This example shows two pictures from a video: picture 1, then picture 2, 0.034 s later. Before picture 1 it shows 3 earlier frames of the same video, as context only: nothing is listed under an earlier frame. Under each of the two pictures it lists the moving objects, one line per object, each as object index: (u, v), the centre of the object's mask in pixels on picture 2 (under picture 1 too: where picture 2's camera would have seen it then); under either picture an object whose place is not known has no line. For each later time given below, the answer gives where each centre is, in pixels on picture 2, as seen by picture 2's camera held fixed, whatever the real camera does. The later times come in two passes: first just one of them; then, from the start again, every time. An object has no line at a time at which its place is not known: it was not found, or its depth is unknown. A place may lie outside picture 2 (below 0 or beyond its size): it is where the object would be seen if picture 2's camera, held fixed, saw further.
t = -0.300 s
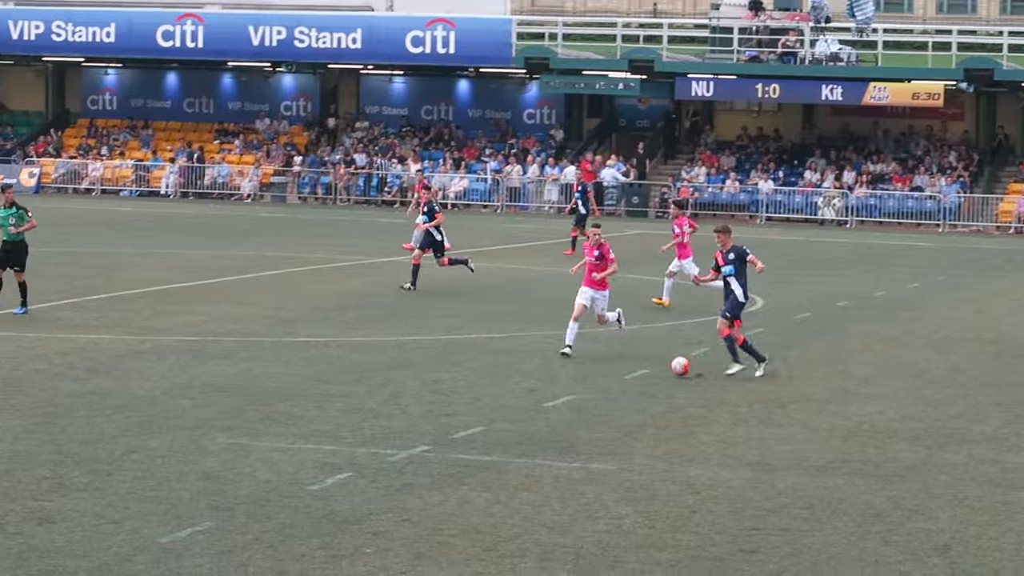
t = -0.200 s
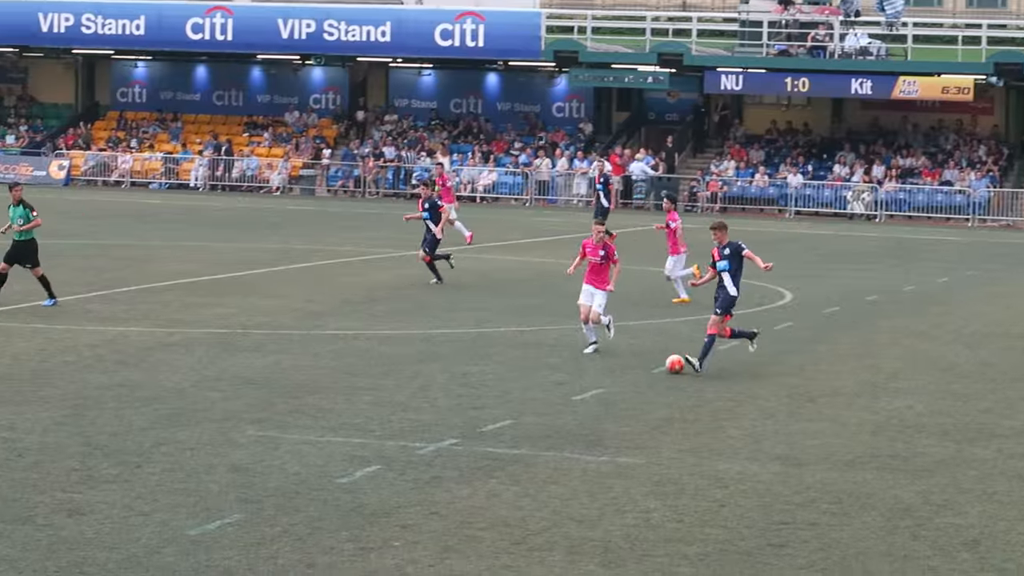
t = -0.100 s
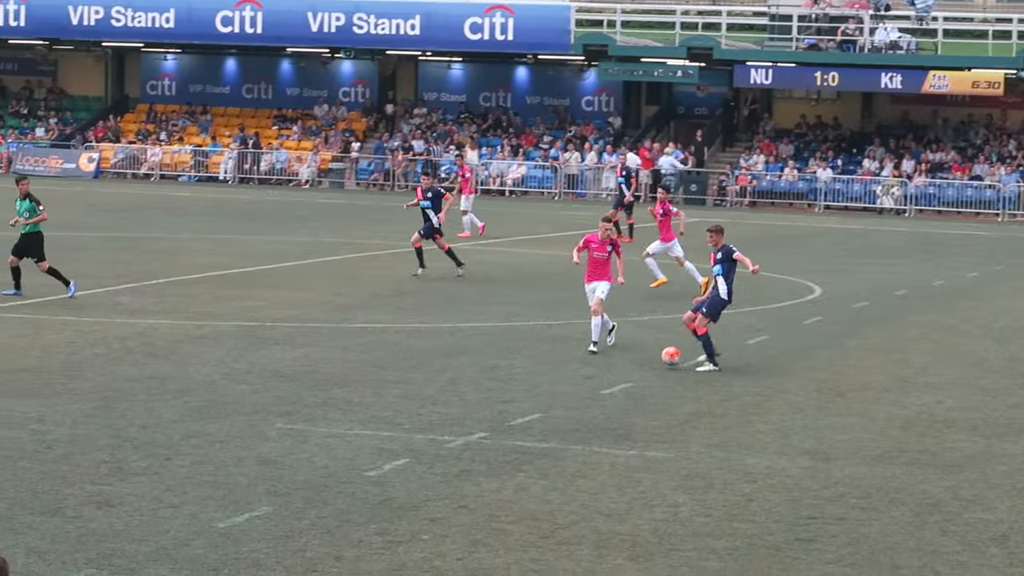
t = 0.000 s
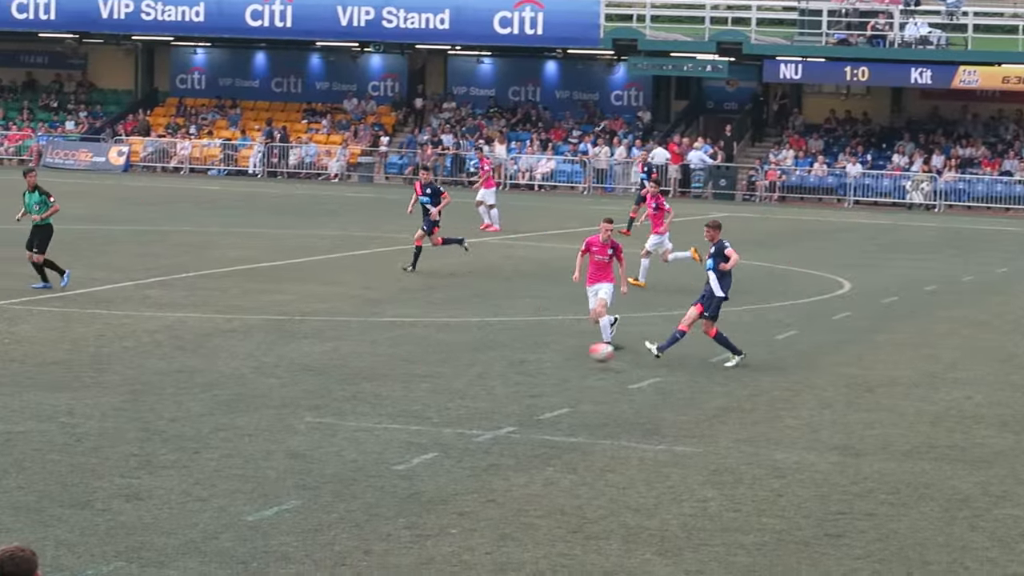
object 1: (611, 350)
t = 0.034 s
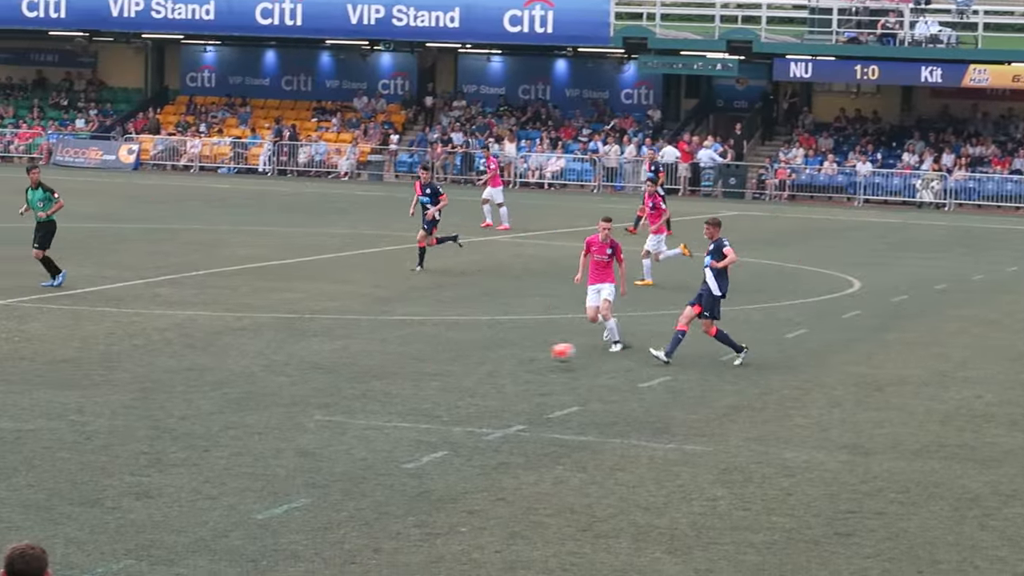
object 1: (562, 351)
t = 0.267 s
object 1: (221, 370)
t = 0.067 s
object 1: (514, 355)
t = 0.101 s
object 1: (465, 359)
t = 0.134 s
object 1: (414, 364)
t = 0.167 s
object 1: (367, 366)
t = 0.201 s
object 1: (319, 367)
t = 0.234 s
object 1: (271, 368)
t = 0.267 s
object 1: (221, 370)
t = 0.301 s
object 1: (173, 370)
